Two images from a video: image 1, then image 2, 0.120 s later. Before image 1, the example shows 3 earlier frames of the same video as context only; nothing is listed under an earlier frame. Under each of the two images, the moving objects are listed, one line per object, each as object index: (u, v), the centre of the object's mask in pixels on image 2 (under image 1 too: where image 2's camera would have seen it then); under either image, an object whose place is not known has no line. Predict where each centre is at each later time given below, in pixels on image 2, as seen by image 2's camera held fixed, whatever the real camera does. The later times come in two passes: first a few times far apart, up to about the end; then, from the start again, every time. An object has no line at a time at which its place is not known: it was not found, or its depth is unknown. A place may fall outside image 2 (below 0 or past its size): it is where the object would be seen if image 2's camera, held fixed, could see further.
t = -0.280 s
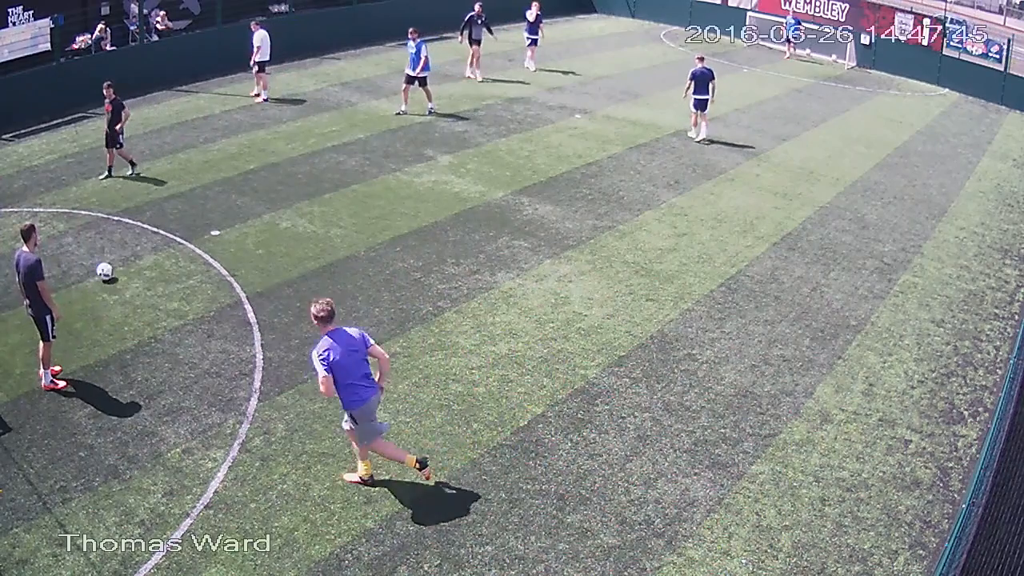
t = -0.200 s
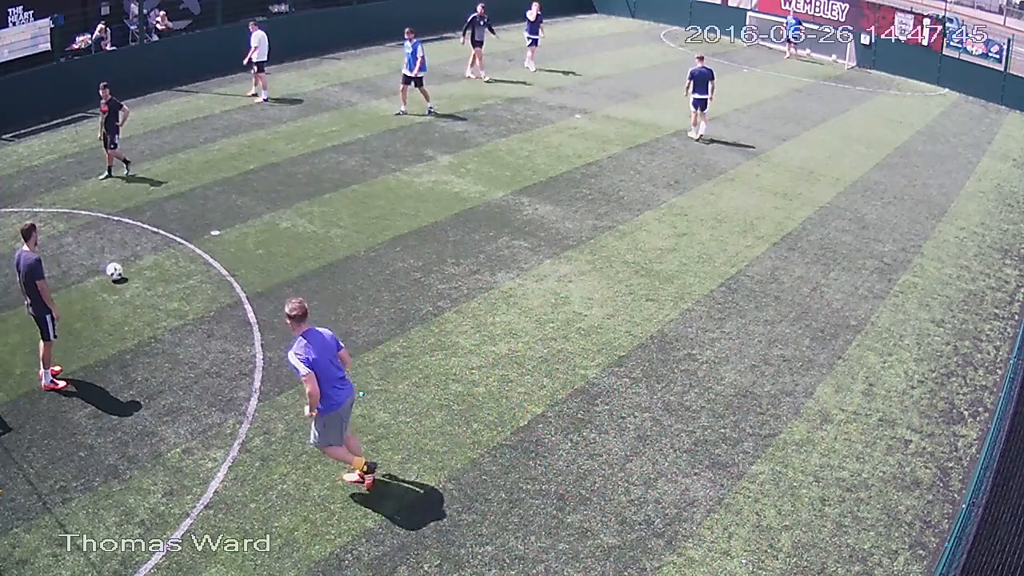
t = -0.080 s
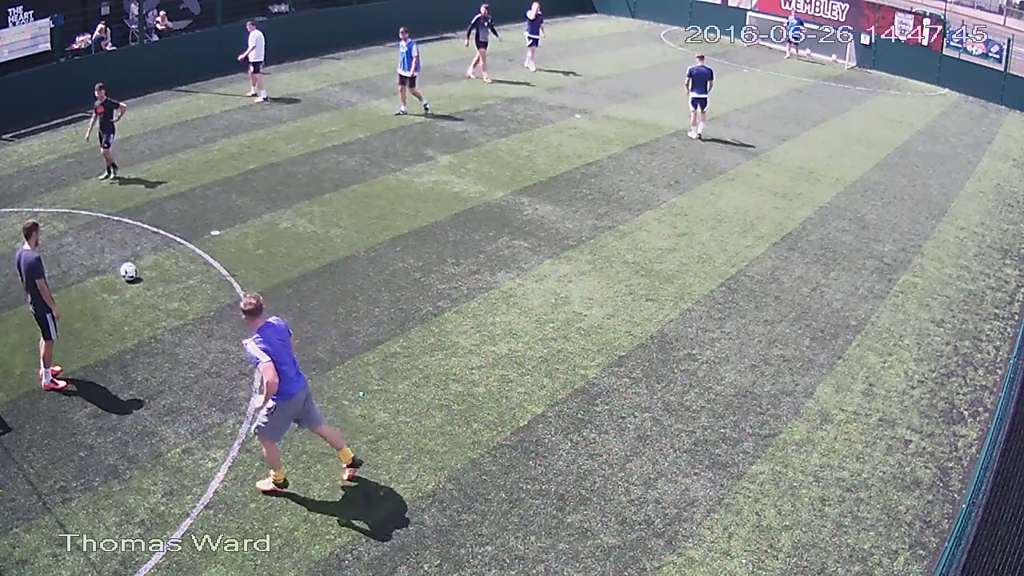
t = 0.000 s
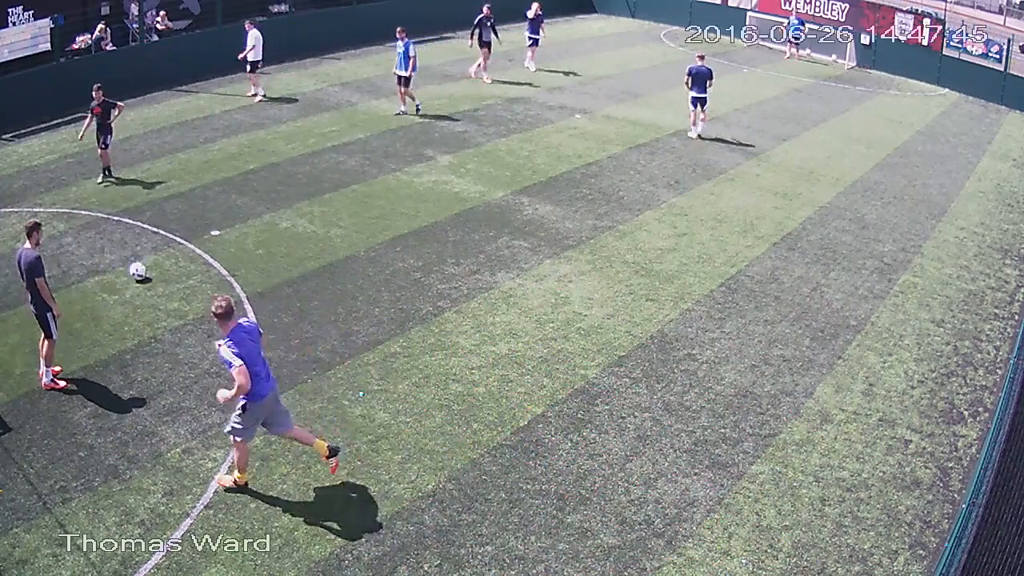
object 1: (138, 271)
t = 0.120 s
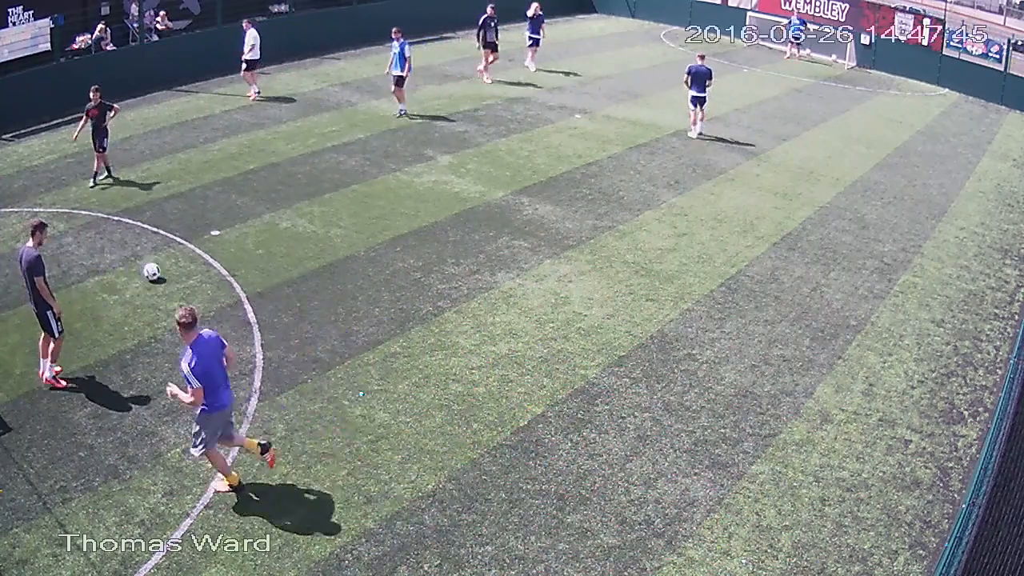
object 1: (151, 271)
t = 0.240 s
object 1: (165, 271)
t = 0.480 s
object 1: (192, 272)
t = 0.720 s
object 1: (217, 273)
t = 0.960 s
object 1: (241, 273)
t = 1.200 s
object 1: (264, 274)
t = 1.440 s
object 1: (285, 274)
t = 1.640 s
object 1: (303, 275)
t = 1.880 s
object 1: (322, 276)
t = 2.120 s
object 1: (341, 277)
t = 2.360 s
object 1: (358, 278)
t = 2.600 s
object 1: (373, 279)
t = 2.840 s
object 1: (387, 280)
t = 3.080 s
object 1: (400, 281)
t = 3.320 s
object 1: (411, 282)
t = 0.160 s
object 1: (156, 272)
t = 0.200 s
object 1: (160, 272)
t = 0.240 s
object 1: (165, 271)
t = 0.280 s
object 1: (169, 272)
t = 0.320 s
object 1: (174, 272)
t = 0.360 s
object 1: (178, 272)
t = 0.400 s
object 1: (183, 272)
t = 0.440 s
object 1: (187, 272)
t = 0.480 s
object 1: (192, 272)
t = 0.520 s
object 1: (196, 272)
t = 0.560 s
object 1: (200, 272)
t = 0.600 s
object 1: (204, 272)
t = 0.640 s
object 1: (208, 273)
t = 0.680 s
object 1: (214, 273)
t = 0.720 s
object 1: (217, 273)
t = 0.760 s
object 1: (221, 272)
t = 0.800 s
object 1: (225, 273)
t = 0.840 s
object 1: (229, 273)
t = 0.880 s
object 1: (233, 273)
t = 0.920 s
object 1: (237, 273)
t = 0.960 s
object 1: (241, 273)
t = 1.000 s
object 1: (245, 274)
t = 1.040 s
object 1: (249, 274)
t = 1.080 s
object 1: (252, 274)
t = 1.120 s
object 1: (257, 274)
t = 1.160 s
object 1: (260, 274)
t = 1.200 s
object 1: (264, 274)
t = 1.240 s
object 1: (268, 274)
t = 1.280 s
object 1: (271, 274)
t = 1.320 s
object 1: (275, 274)
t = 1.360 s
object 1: (278, 274)
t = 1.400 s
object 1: (282, 274)
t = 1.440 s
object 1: (285, 274)
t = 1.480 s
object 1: (289, 274)
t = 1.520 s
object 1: (292, 275)
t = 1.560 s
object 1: (296, 275)
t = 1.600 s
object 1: (300, 275)
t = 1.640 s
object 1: (303, 275)
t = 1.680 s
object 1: (307, 275)
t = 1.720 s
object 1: (310, 276)
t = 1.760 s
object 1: (313, 276)
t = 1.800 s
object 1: (316, 276)
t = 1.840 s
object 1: (319, 276)
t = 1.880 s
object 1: (322, 276)
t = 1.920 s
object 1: (325, 276)
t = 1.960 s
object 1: (329, 277)
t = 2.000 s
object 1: (332, 277)
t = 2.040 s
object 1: (335, 277)
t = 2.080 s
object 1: (338, 277)
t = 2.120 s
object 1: (341, 277)
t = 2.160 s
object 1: (344, 277)
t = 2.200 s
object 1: (347, 278)
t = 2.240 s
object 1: (350, 278)
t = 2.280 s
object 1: (352, 278)
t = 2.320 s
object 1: (355, 278)
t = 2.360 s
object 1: (358, 278)
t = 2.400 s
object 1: (360, 279)
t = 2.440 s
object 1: (363, 279)
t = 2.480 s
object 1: (365, 279)
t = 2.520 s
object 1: (368, 279)
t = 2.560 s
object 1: (370, 279)
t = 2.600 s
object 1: (373, 279)
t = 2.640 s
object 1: (375, 279)
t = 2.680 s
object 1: (378, 280)
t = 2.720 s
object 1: (380, 280)
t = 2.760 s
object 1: (383, 281)
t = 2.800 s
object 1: (385, 281)
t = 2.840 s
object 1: (387, 280)
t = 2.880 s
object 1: (389, 280)
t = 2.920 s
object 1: (392, 280)
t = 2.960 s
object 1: (394, 281)
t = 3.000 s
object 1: (396, 281)
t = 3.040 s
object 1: (398, 281)
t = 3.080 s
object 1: (400, 281)
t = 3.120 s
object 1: (402, 281)
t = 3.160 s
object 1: (404, 282)
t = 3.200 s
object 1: (405, 282)
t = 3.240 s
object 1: (407, 282)
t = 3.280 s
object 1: (409, 282)
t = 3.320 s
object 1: (411, 282)
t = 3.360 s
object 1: (413, 282)
